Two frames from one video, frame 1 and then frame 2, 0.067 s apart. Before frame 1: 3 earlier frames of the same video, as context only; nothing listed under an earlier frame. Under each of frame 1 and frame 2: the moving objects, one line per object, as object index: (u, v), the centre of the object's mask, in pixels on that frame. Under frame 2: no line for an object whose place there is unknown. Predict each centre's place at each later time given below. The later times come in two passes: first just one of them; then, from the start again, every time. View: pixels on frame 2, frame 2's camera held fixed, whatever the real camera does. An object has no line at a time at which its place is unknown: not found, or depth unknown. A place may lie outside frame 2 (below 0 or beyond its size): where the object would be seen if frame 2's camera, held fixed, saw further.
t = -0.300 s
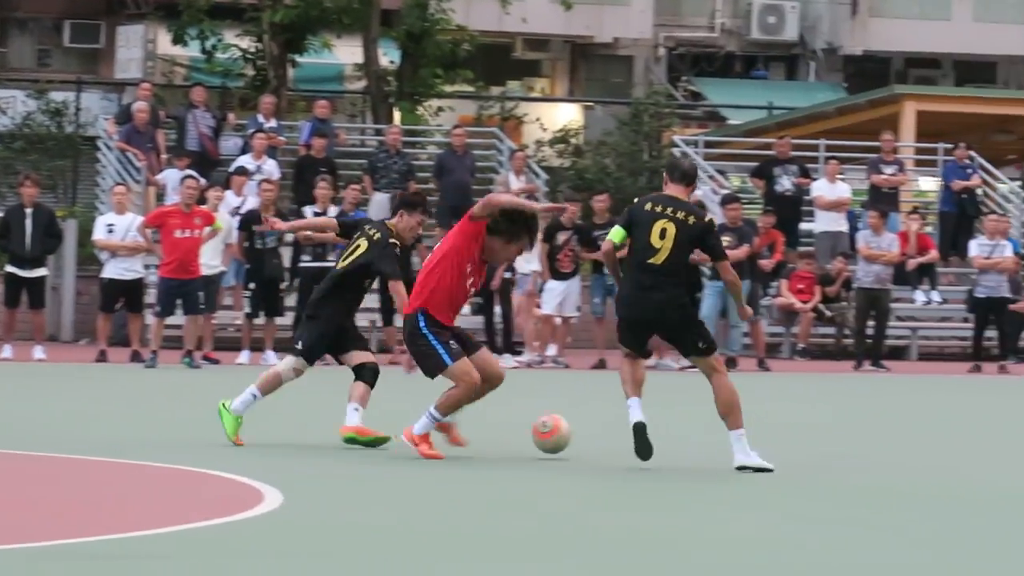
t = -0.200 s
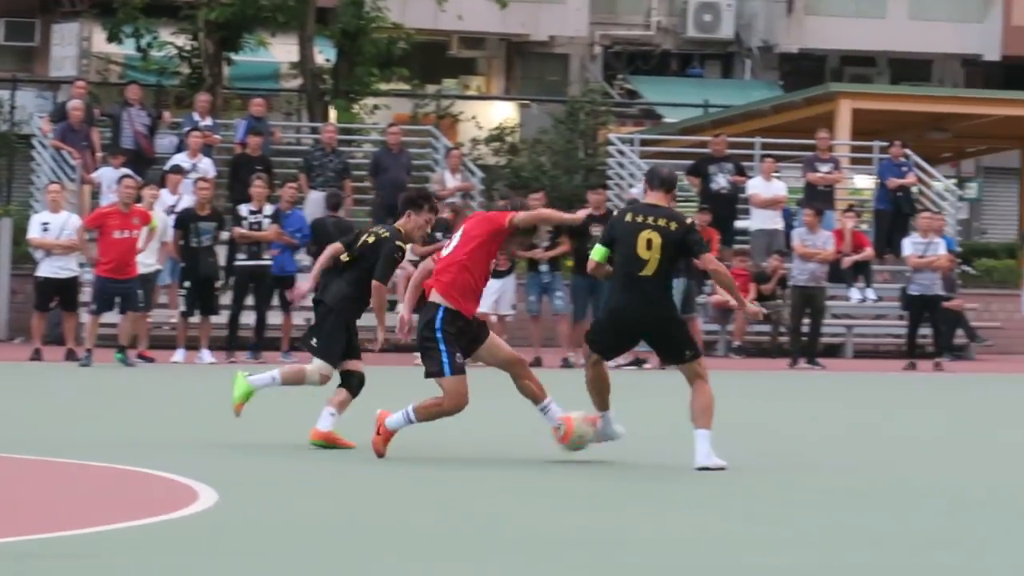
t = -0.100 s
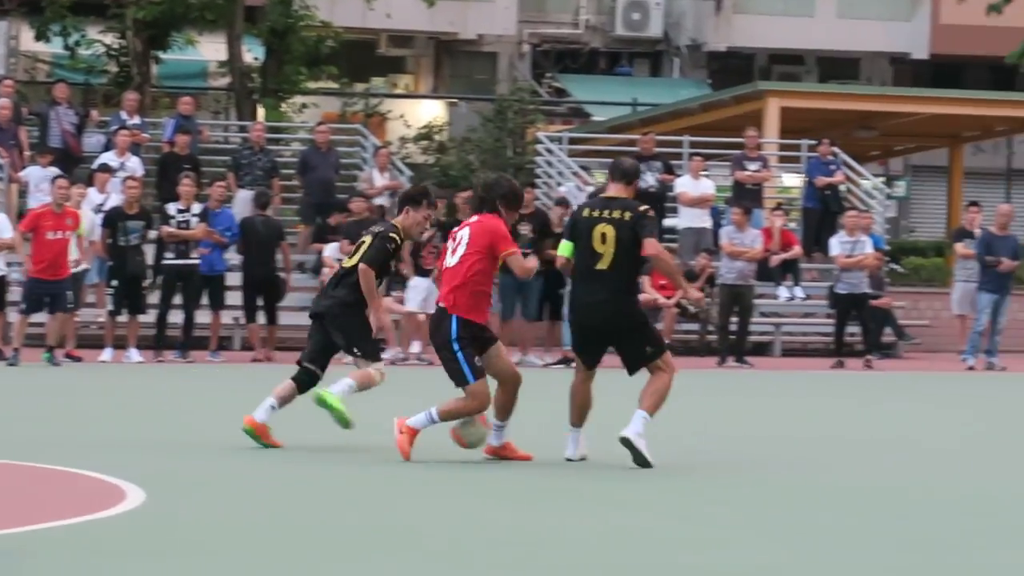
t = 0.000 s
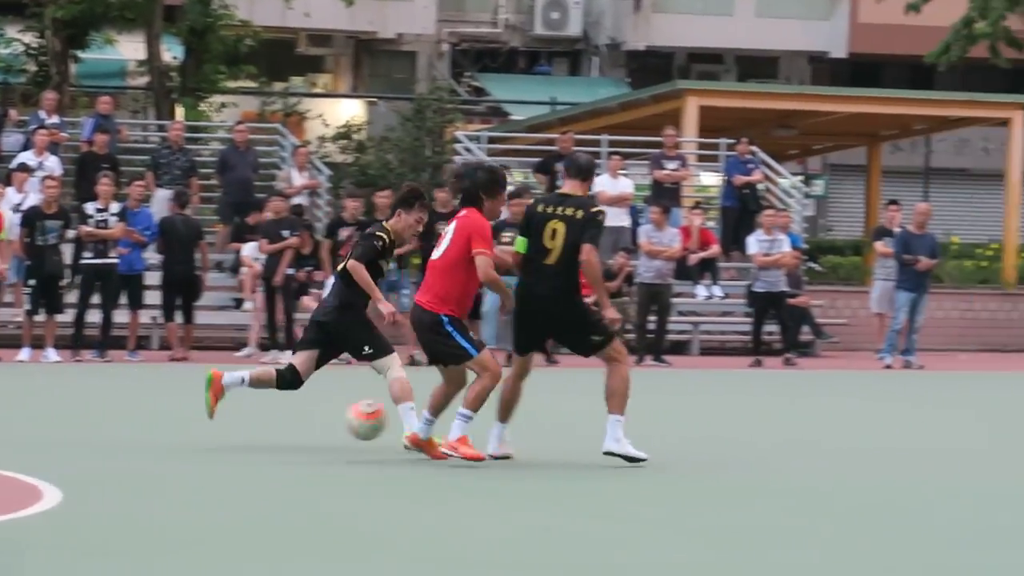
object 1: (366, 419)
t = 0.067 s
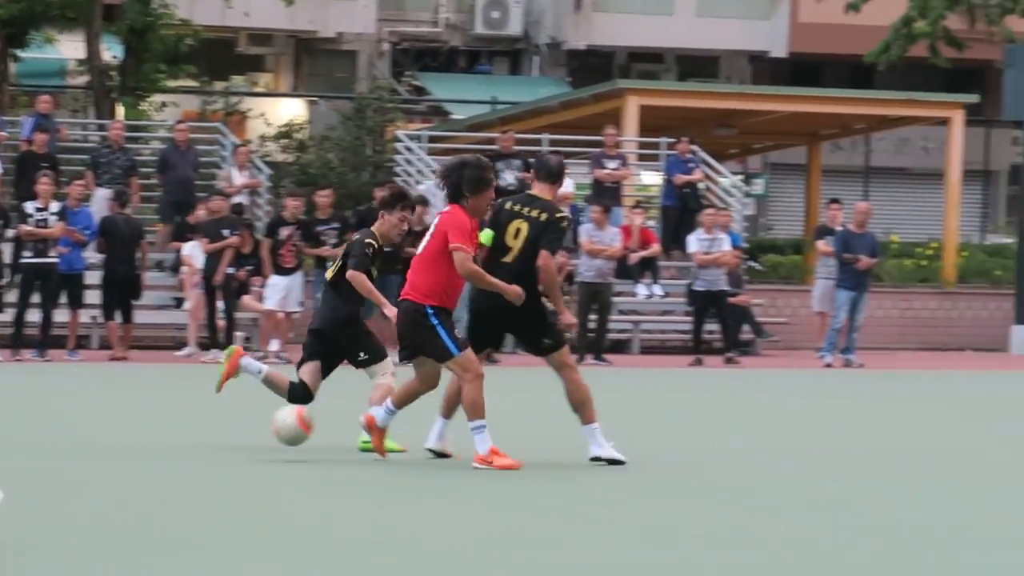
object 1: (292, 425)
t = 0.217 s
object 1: (254, 429)
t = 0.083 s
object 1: (286, 428)
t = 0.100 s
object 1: (283, 431)
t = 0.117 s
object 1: (279, 434)
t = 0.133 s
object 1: (275, 439)
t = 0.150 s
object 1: (270, 439)
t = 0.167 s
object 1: (266, 436)
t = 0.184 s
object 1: (262, 433)
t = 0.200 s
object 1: (258, 431)
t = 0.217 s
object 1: (254, 429)
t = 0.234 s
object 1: (251, 428)
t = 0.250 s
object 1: (247, 427)
